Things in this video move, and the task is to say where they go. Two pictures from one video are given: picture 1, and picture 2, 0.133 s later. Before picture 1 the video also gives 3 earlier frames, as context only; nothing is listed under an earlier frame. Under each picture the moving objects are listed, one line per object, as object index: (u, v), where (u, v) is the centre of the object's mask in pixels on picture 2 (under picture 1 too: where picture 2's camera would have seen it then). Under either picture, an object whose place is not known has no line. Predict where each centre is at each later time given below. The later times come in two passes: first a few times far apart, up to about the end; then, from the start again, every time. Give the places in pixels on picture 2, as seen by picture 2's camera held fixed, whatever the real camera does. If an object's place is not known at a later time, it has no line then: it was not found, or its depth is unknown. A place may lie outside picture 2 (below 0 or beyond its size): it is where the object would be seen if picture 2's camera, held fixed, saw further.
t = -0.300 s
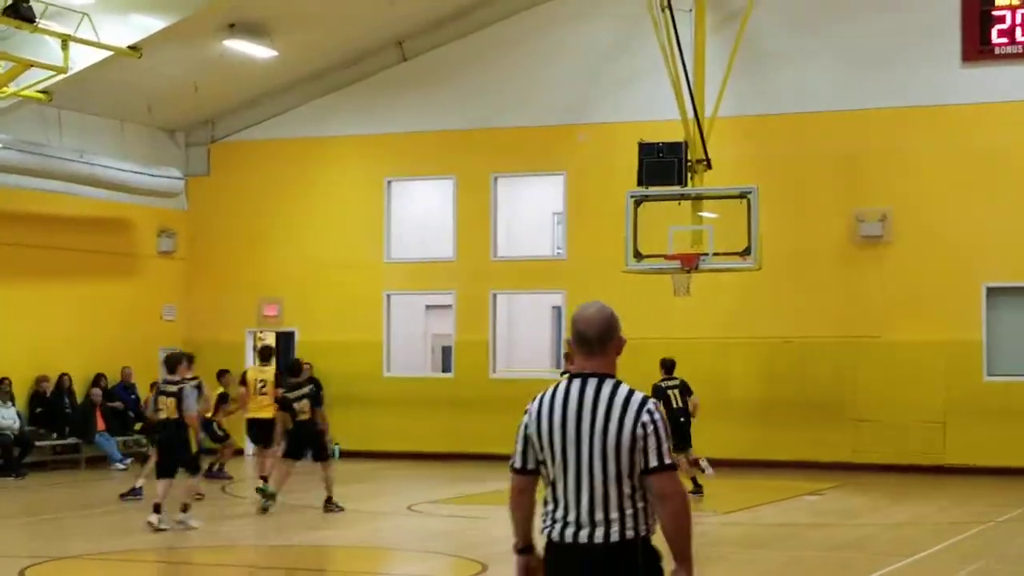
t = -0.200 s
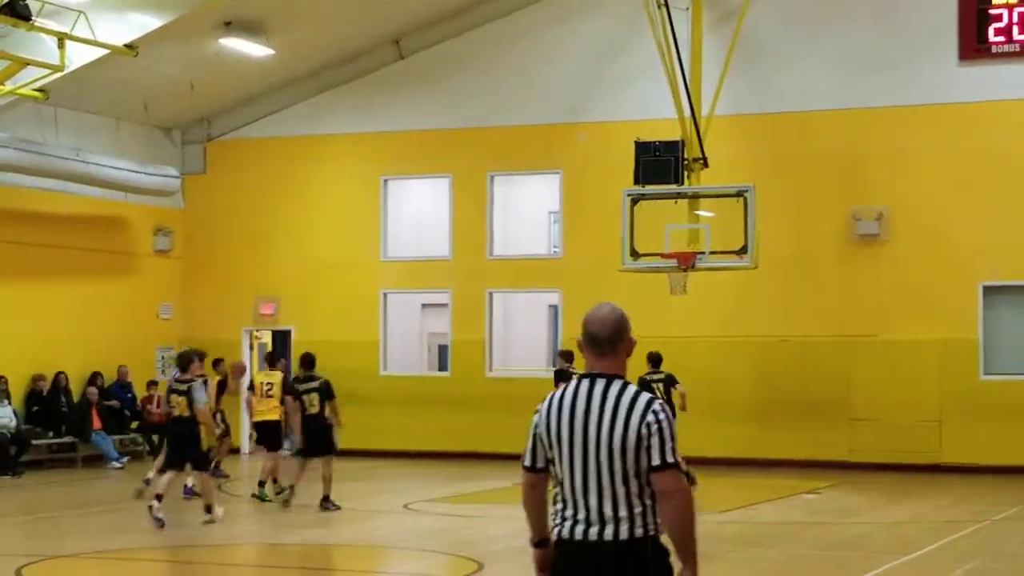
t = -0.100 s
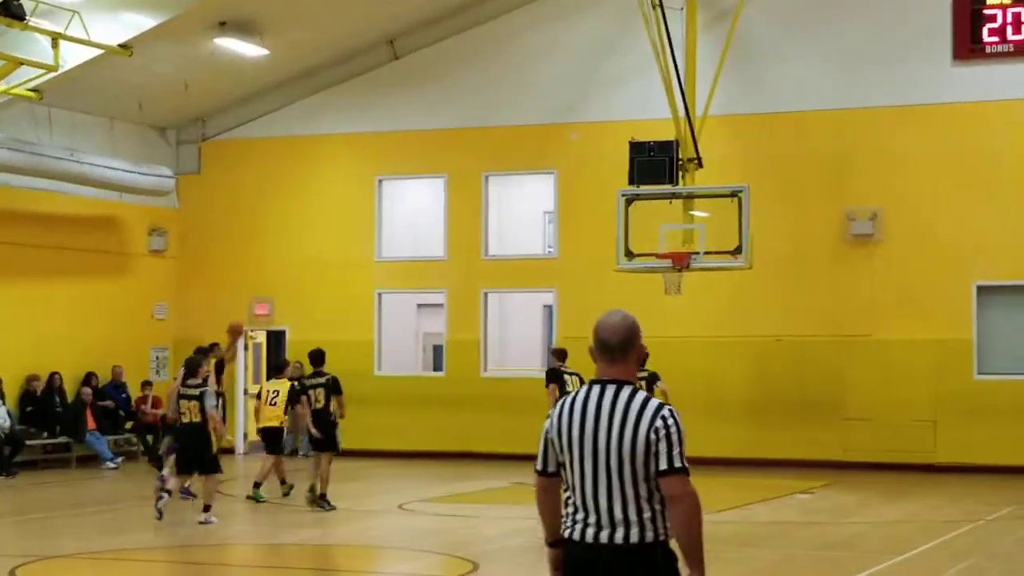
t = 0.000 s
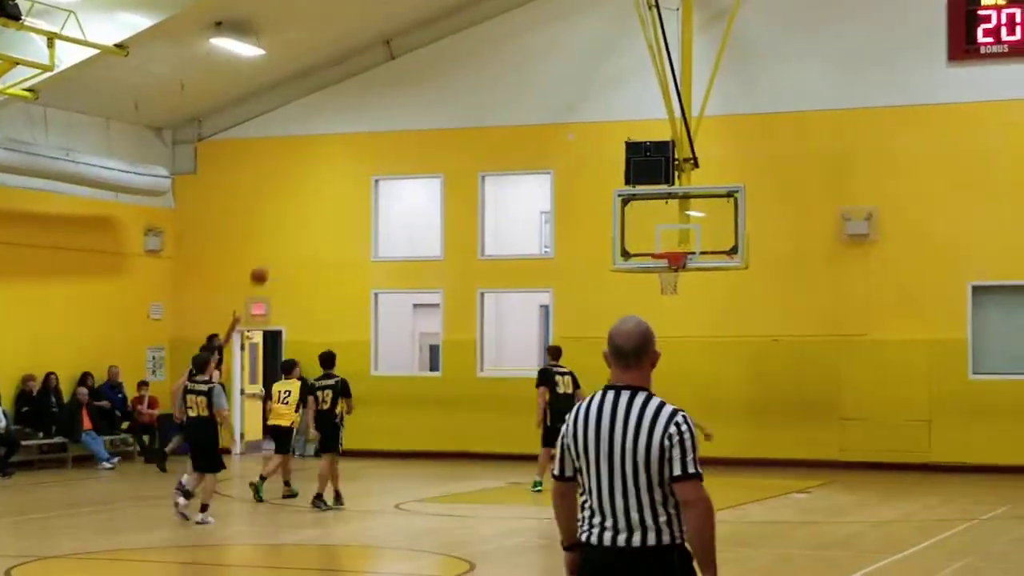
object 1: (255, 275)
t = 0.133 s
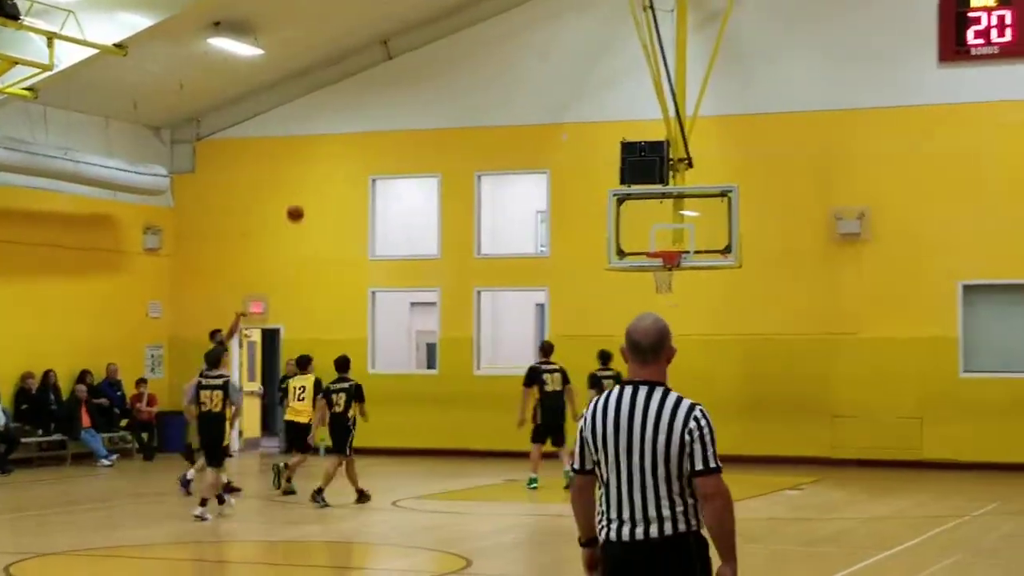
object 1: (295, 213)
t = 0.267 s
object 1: (336, 163)
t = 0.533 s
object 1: (407, 100)
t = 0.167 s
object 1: (306, 200)
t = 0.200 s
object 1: (316, 187)
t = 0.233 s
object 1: (327, 175)
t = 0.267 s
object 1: (336, 163)
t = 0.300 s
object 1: (344, 153)
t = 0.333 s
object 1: (354, 141)
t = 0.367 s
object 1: (362, 133)
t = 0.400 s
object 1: (371, 125)
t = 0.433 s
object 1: (380, 117)
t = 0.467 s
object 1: (388, 111)
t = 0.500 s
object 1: (397, 106)
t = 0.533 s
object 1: (407, 100)
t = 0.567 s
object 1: (416, 96)
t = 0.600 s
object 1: (424, 93)
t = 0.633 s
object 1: (433, 91)
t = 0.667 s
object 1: (441, 90)
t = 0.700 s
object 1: (450, 89)
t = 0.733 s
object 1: (459, 89)
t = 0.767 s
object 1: (468, 90)
